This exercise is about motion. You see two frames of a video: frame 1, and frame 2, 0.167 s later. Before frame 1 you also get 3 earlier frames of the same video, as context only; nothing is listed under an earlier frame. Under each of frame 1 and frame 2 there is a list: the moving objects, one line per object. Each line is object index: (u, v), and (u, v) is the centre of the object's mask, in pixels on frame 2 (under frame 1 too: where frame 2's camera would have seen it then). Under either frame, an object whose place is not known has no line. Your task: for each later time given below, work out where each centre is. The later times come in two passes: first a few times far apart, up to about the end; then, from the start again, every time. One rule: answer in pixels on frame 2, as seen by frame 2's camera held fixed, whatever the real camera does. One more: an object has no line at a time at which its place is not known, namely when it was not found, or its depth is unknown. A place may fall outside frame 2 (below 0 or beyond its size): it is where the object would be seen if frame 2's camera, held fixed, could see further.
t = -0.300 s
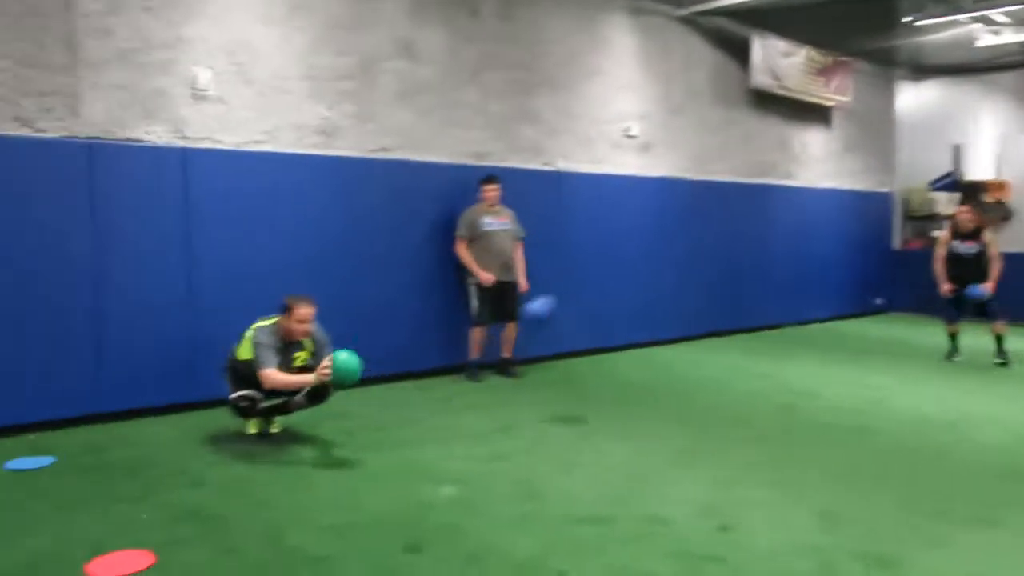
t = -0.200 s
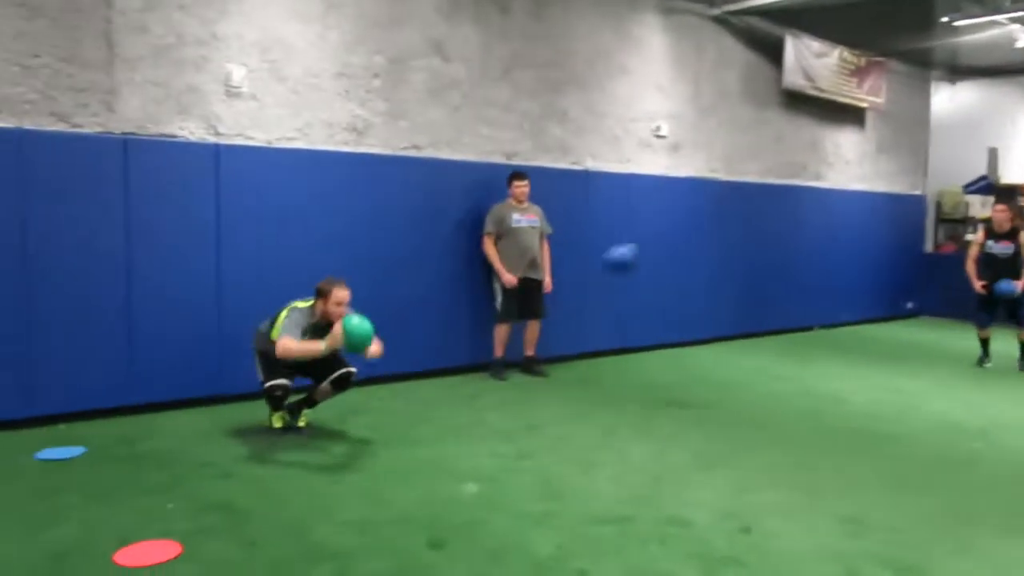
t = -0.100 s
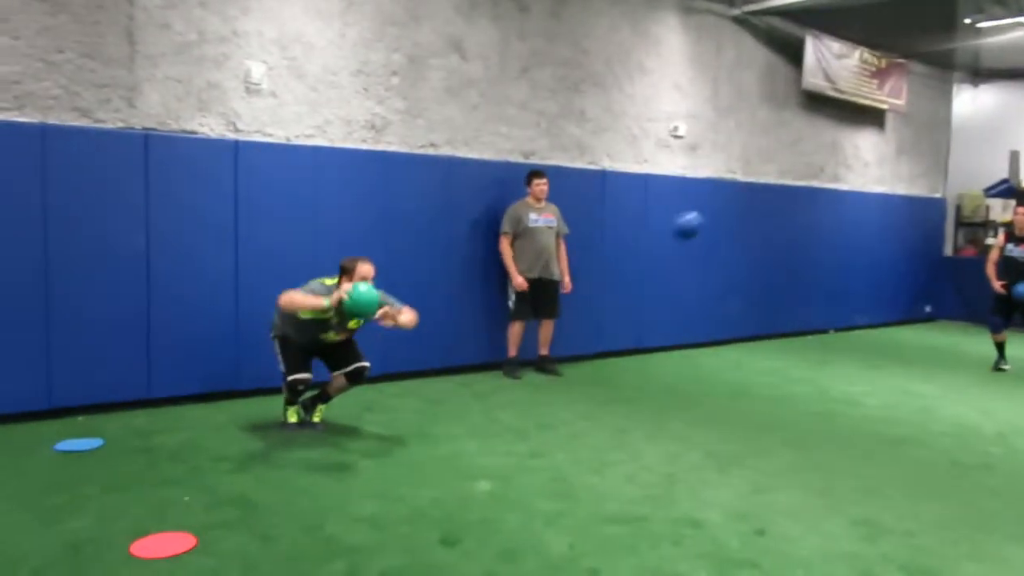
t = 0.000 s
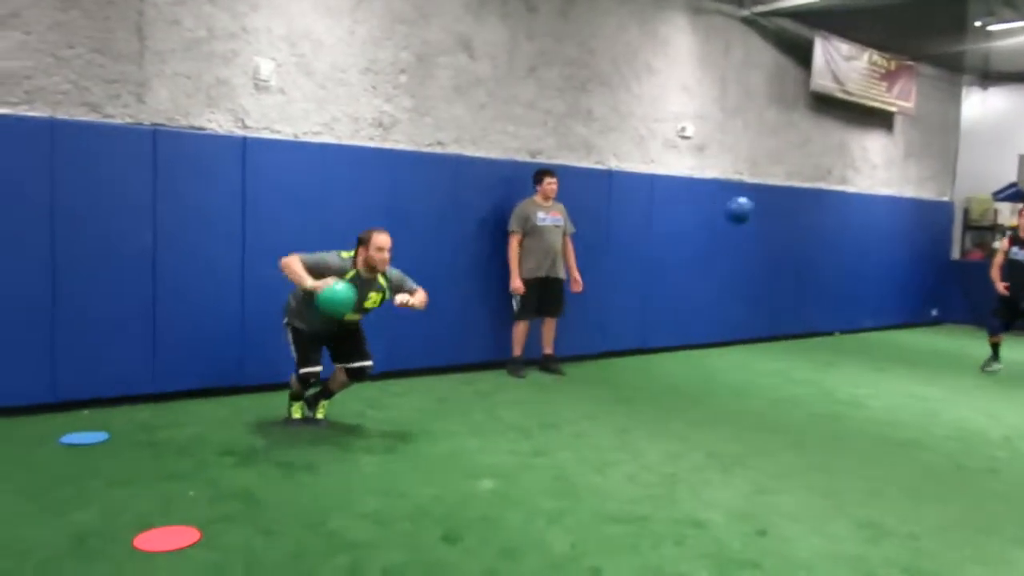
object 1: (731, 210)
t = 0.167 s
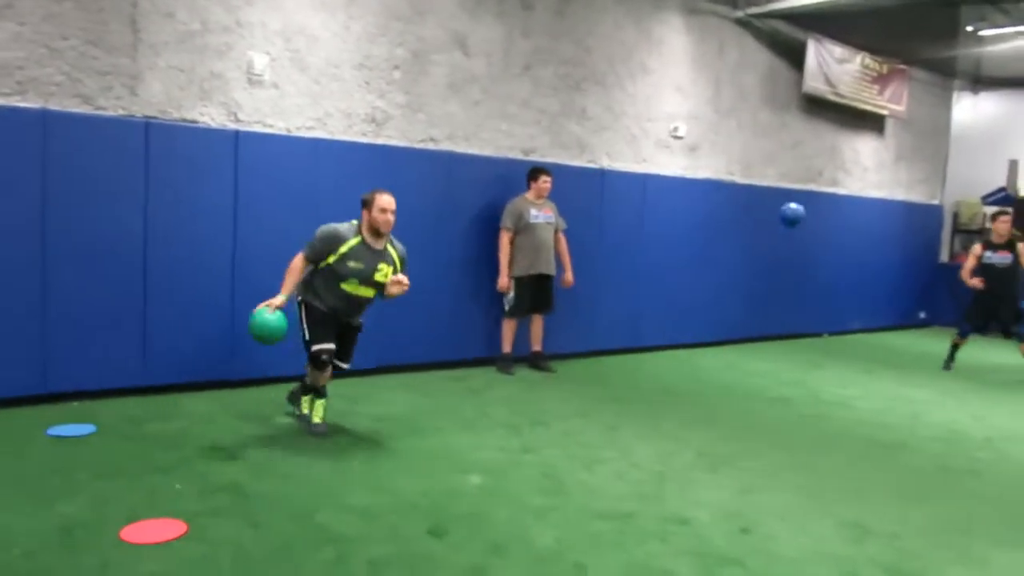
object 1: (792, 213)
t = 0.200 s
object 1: (803, 218)
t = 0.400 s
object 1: (858, 268)
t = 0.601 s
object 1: (899, 352)
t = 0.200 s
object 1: (803, 218)
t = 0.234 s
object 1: (813, 224)
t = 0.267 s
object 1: (823, 231)
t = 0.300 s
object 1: (832, 239)
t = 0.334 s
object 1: (841, 248)
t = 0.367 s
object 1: (849, 258)
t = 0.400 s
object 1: (858, 268)
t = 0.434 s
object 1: (866, 280)
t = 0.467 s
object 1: (873, 292)
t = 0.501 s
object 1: (881, 305)
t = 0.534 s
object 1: (888, 320)
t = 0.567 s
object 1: (893, 336)
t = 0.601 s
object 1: (899, 352)
